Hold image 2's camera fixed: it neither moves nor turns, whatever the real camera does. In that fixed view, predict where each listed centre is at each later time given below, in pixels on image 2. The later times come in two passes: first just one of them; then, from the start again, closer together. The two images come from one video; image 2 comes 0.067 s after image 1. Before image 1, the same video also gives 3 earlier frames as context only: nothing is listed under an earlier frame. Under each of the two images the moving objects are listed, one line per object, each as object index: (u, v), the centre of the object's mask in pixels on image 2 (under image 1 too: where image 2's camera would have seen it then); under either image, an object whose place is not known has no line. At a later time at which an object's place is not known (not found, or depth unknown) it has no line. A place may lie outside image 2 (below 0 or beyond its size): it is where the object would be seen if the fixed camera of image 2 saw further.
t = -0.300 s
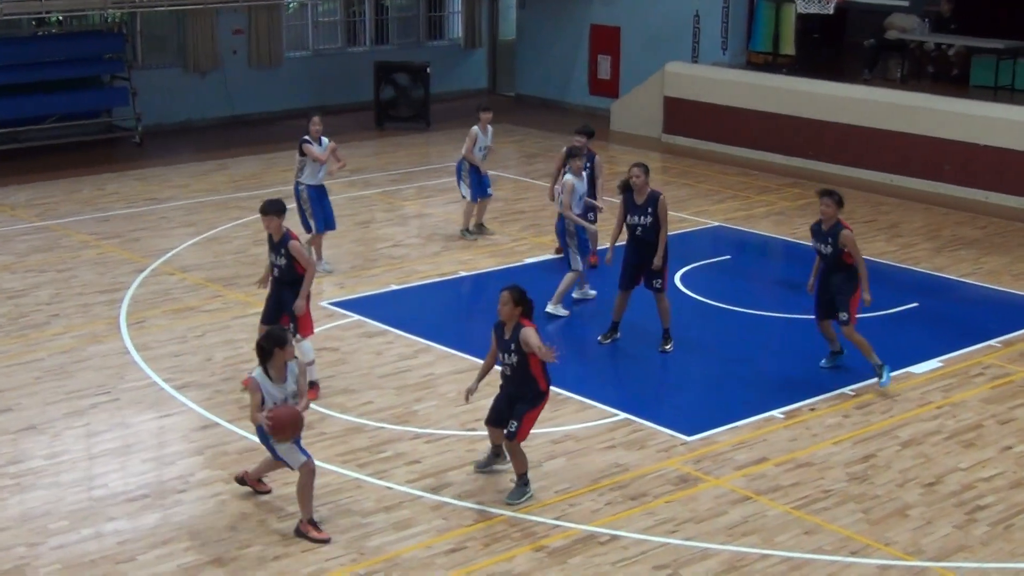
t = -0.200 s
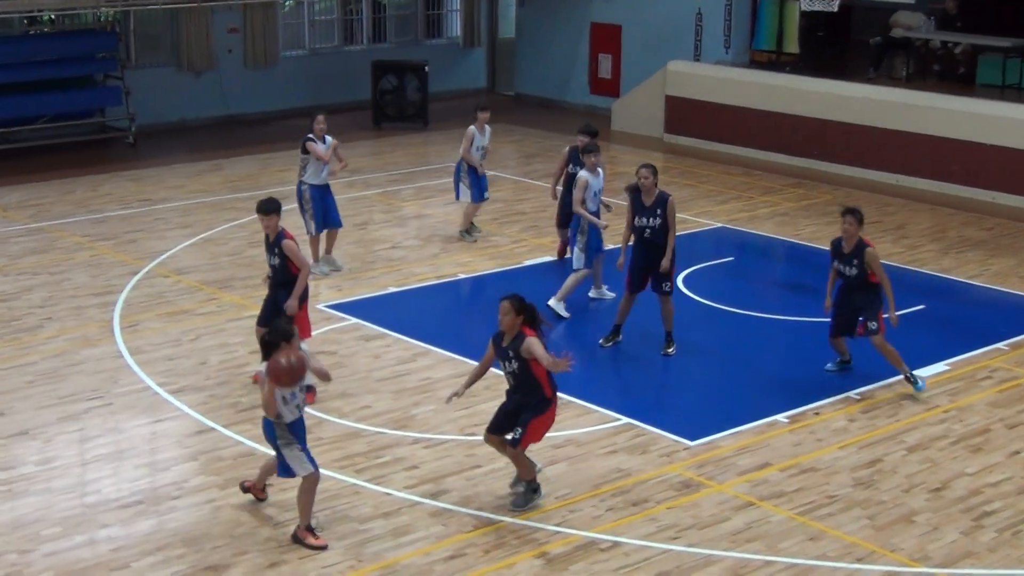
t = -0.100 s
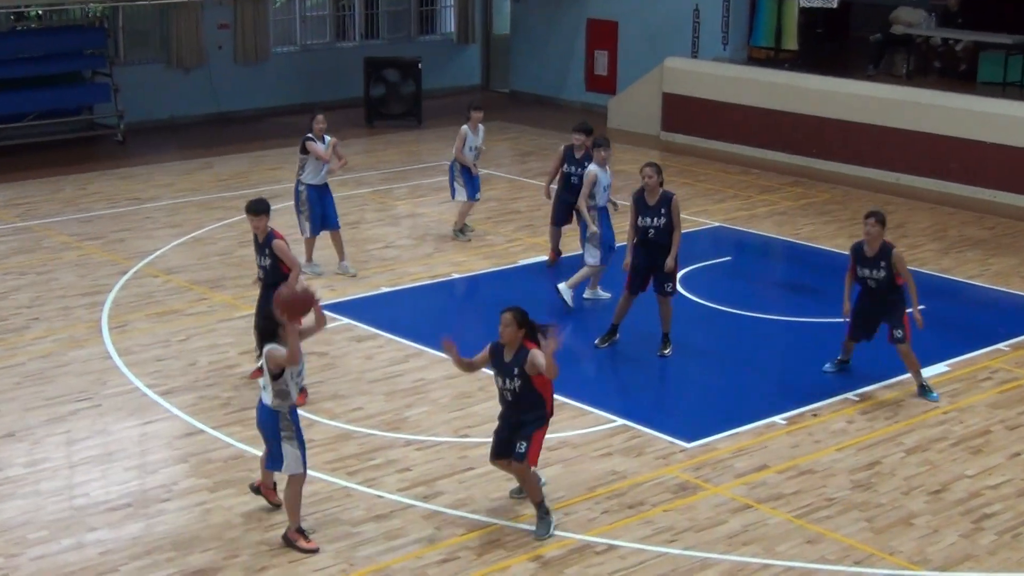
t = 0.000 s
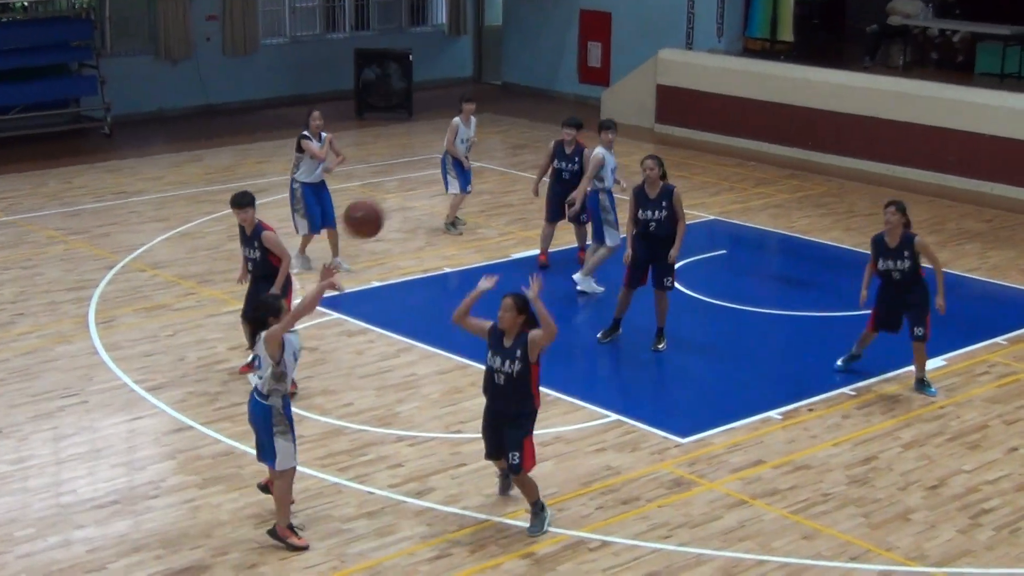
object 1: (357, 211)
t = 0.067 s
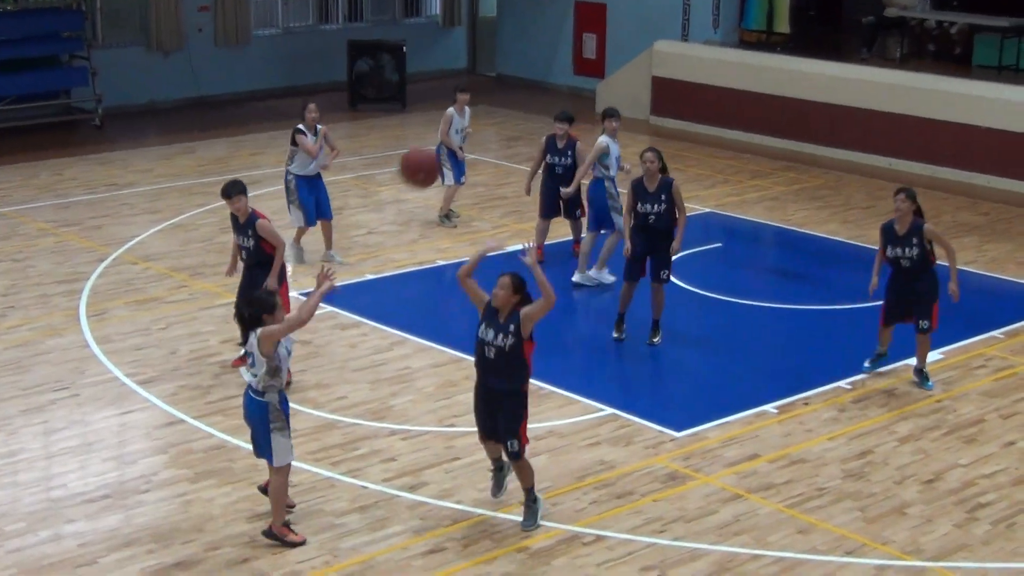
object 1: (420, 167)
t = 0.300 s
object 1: (644, 68)
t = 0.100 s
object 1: (451, 149)
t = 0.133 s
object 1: (485, 130)
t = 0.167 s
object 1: (516, 113)
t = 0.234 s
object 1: (580, 87)
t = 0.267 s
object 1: (612, 76)
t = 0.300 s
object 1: (644, 68)
